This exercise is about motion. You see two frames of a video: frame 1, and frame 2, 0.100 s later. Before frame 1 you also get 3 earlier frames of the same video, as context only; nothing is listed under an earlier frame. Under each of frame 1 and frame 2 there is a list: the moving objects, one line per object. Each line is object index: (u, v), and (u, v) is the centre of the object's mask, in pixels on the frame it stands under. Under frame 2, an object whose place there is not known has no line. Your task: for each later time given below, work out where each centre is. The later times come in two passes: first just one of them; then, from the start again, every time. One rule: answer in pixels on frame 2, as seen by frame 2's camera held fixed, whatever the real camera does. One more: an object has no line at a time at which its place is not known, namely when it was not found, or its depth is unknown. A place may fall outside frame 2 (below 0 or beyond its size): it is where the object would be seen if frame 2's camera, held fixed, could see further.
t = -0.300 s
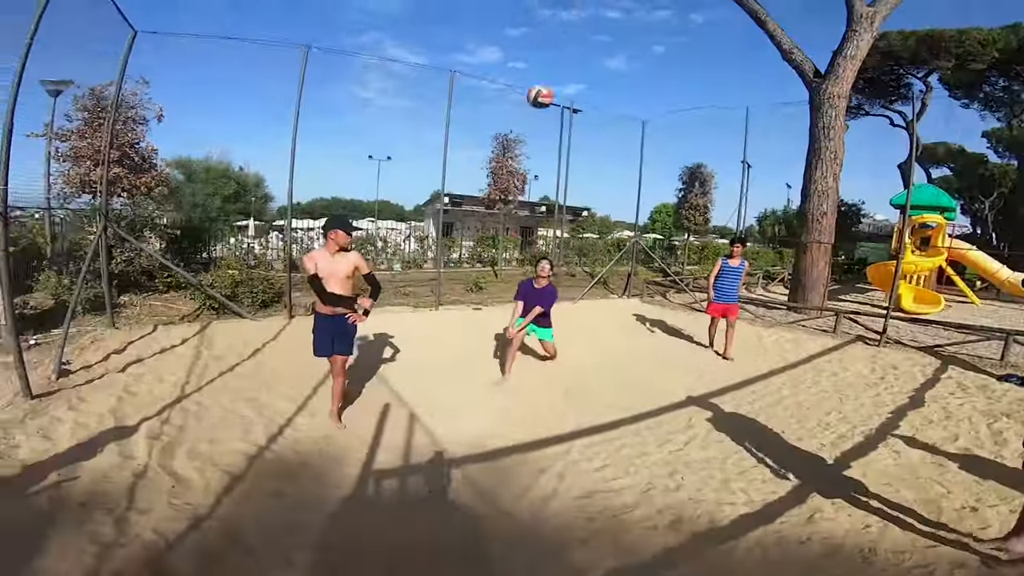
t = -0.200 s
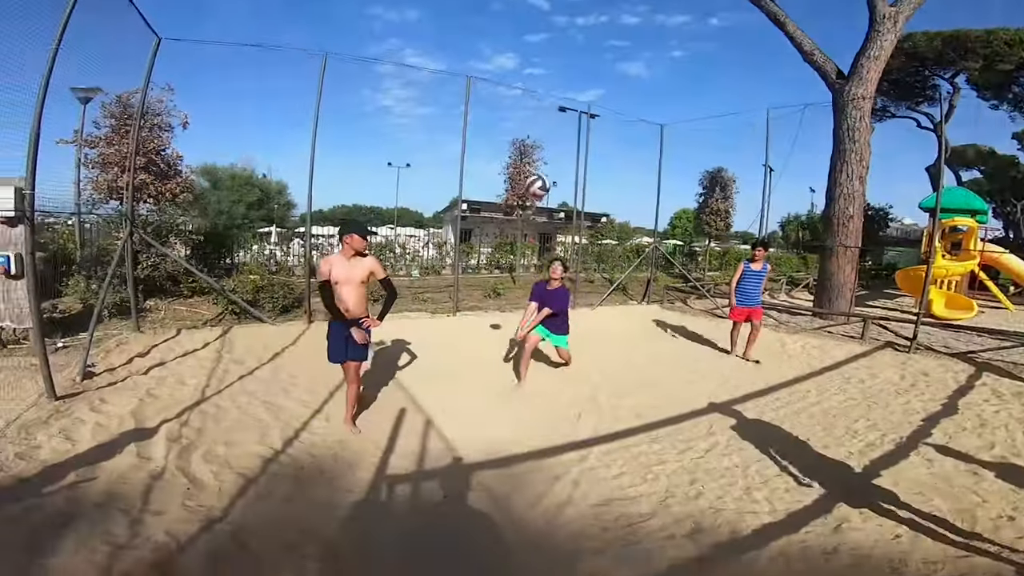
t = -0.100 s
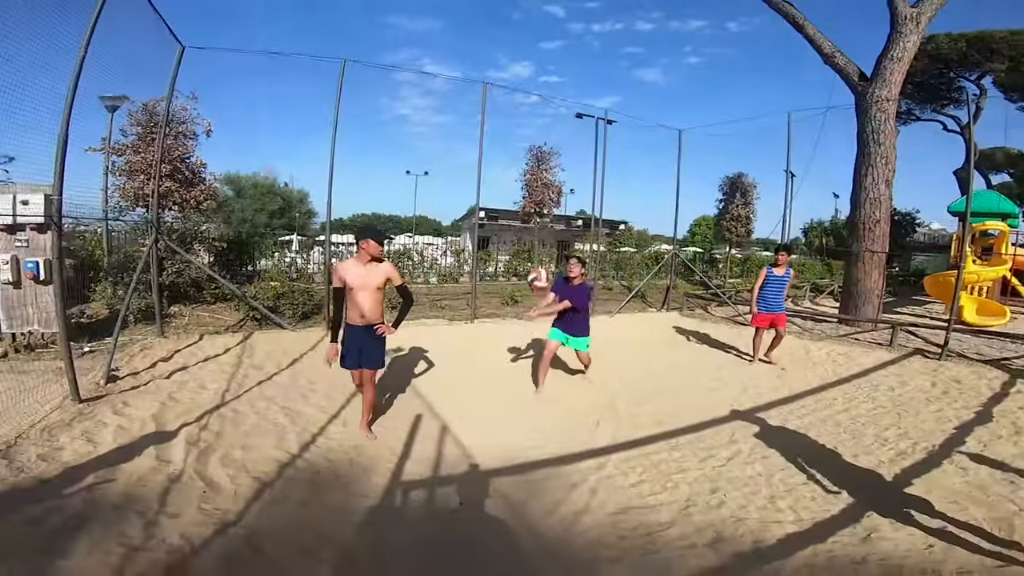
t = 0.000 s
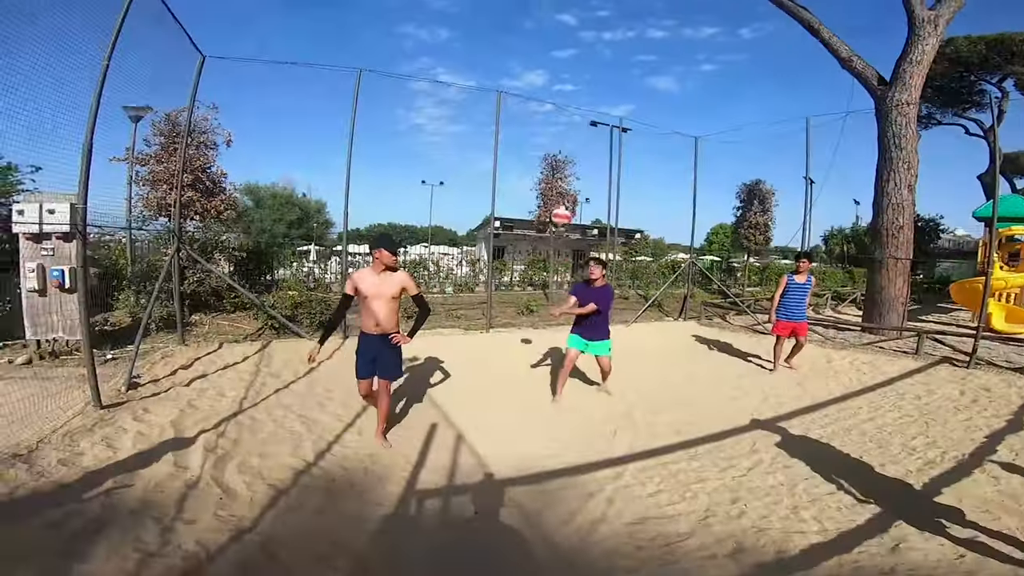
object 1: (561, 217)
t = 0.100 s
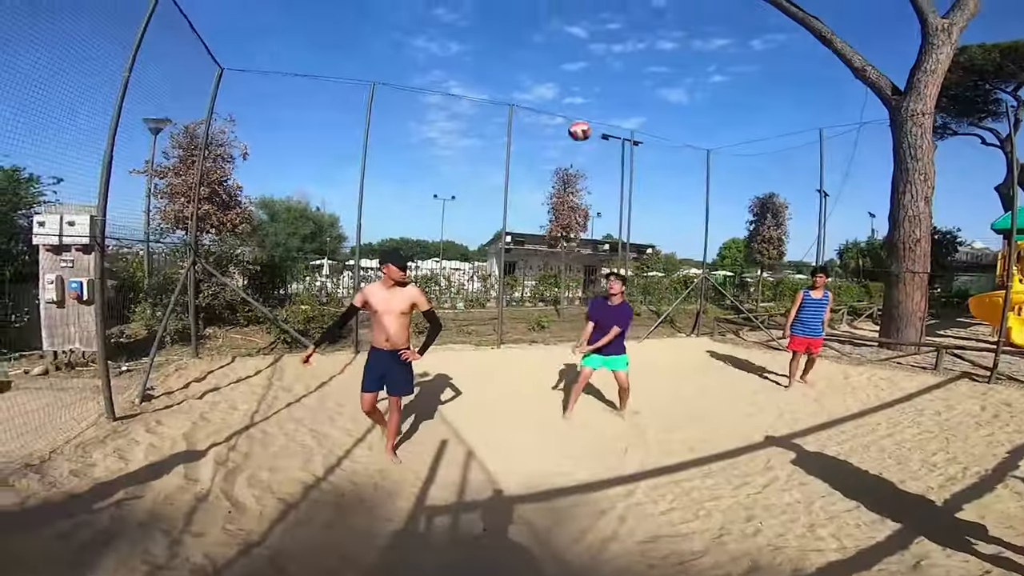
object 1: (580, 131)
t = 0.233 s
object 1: (585, 25)
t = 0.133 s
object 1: (581, 102)
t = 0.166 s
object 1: (582, 74)
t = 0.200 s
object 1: (584, 49)
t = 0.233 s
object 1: (585, 25)
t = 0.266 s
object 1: (585, 3)
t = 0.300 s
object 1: (586, -18)
